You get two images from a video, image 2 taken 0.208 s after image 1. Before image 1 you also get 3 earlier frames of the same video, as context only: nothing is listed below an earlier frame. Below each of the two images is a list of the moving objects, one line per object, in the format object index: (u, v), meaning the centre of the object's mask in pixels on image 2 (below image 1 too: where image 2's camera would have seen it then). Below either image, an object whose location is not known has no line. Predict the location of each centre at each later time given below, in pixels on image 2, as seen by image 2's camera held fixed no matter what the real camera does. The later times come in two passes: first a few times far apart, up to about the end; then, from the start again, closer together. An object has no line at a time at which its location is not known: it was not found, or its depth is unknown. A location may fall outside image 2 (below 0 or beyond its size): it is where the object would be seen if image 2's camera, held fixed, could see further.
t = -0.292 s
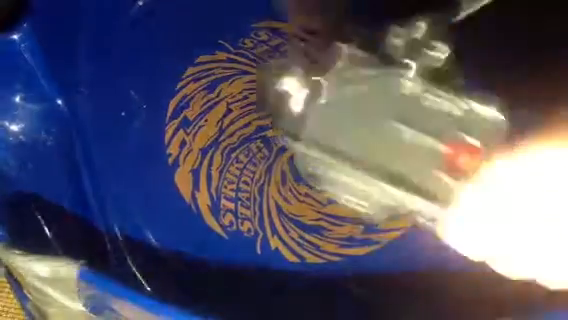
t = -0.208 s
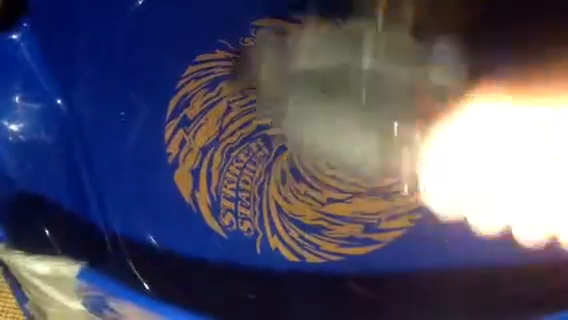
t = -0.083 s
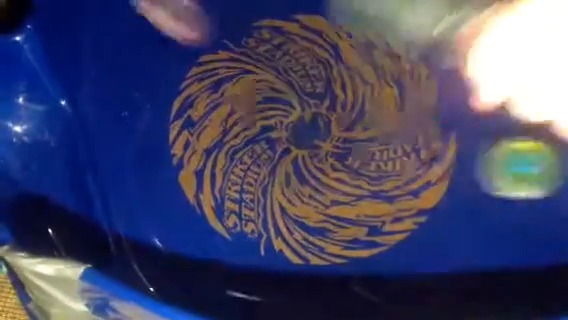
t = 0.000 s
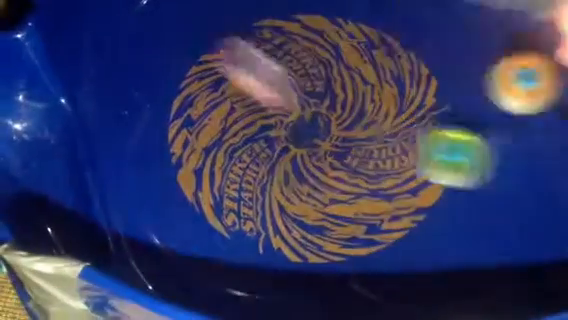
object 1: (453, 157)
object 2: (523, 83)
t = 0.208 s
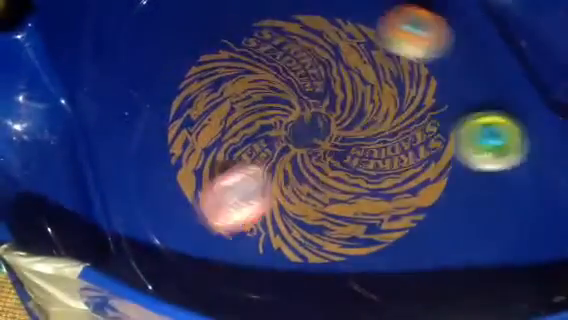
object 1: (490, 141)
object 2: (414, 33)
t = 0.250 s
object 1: (505, 143)
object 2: (389, 24)
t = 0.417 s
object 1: (505, 159)
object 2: (285, 18)
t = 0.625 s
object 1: (429, 133)
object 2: (157, 46)
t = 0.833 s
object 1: (320, 141)
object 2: (118, 120)
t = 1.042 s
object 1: (394, 247)
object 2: (126, 164)
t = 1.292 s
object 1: (215, 189)
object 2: (36, 155)
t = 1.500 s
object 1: (137, 133)
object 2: (62, 190)
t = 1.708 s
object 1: (132, 144)
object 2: (57, 181)
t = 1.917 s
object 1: (142, 193)
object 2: (61, 191)
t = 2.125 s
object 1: (150, 219)
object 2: (59, 189)
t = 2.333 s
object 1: (173, 234)
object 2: (56, 186)
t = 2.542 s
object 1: (215, 229)
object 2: (62, 199)
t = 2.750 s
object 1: (185, 186)
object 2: (64, 200)
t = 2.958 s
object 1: (174, 121)
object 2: (63, 200)
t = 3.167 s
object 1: (145, 80)
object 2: (60, 194)
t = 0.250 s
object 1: (505, 143)
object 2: (389, 24)
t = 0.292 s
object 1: (522, 145)
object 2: (364, 21)
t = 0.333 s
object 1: (522, 147)
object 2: (339, 19)
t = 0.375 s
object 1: (513, 153)
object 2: (313, 17)
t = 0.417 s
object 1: (505, 159)
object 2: (285, 18)
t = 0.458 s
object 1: (494, 162)
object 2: (259, 19)
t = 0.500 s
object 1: (483, 158)
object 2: (233, 22)
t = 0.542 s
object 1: (467, 151)
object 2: (207, 27)
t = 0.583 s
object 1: (450, 141)
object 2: (183, 35)
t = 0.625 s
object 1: (429, 133)
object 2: (157, 46)
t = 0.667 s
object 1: (406, 129)
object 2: (135, 58)
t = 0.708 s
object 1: (384, 128)
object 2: (118, 71)
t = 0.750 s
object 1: (364, 131)
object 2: (105, 87)
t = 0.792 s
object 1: (340, 137)
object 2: (108, 103)
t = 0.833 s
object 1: (320, 141)
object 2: (118, 120)
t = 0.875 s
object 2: (130, 136)
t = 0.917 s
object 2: (145, 153)
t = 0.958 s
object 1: (276, 172)
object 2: (166, 171)
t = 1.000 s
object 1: (268, 194)
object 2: (183, 181)
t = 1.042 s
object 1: (394, 247)
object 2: (126, 164)
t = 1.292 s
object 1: (215, 189)
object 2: (36, 155)
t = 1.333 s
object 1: (175, 177)
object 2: (42, 162)
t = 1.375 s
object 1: (140, 166)
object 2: (44, 172)
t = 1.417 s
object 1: (120, 155)
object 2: (51, 181)
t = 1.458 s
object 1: (128, 143)
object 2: (57, 184)
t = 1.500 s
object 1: (137, 133)
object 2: (62, 190)
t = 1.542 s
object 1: (150, 124)
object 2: (61, 195)
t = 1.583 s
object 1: (150, 124)
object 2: (64, 193)
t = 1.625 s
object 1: (143, 129)
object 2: (62, 190)
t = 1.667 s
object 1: (135, 136)
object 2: (58, 186)
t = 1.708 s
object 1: (132, 144)
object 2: (57, 181)
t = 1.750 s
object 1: (137, 156)
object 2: (54, 179)
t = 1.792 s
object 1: (141, 166)
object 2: (52, 180)
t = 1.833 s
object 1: (143, 176)
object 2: (54, 184)
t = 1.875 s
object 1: (144, 185)
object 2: (57, 188)
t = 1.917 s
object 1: (142, 193)
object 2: (61, 191)
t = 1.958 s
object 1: (139, 200)
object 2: (63, 196)
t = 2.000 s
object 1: (144, 205)
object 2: (64, 197)
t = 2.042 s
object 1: (149, 210)
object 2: (62, 196)
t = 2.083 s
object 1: (150, 214)
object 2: (63, 193)
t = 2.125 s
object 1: (150, 219)
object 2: (59, 189)
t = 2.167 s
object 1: (155, 222)
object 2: (58, 187)
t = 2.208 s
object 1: (158, 226)
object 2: (59, 186)
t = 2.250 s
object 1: (160, 230)
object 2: (58, 186)
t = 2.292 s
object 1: (167, 233)
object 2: (58, 186)
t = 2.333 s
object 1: (173, 234)
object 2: (56, 186)
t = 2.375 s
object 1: (180, 236)
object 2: (57, 188)
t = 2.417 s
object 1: (189, 236)
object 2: (60, 190)
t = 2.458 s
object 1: (200, 236)
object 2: (60, 194)
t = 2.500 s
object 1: (211, 234)
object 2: (61, 196)
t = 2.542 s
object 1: (215, 229)
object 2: (62, 199)
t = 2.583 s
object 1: (199, 225)
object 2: (64, 200)
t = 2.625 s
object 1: (187, 220)
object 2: (64, 201)
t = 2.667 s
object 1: (183, 210)
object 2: (64, 200)
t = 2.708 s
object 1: (184, 199)
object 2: (64, 200)
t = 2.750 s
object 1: (185, 186)
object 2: (64, 200)
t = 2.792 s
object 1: (186, 172)
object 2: (64, 200)
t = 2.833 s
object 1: (185, 158)
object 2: (63, 200)
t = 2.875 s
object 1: (182, 145)
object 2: (63, 201)
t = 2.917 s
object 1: (180, 132)
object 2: (63, 200)
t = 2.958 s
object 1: (174, 121)
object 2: (63, 200)
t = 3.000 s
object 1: (168, 110)
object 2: (62, 200)
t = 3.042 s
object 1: (162, 101)
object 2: (62, 199)
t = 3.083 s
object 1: (156, 92)
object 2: (61, 198)
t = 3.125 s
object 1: (150, 85)
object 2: (60, 196)
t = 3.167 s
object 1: (145, 80)
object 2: (60, 194)
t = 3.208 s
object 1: (139, 76)
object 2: (59, 192)
